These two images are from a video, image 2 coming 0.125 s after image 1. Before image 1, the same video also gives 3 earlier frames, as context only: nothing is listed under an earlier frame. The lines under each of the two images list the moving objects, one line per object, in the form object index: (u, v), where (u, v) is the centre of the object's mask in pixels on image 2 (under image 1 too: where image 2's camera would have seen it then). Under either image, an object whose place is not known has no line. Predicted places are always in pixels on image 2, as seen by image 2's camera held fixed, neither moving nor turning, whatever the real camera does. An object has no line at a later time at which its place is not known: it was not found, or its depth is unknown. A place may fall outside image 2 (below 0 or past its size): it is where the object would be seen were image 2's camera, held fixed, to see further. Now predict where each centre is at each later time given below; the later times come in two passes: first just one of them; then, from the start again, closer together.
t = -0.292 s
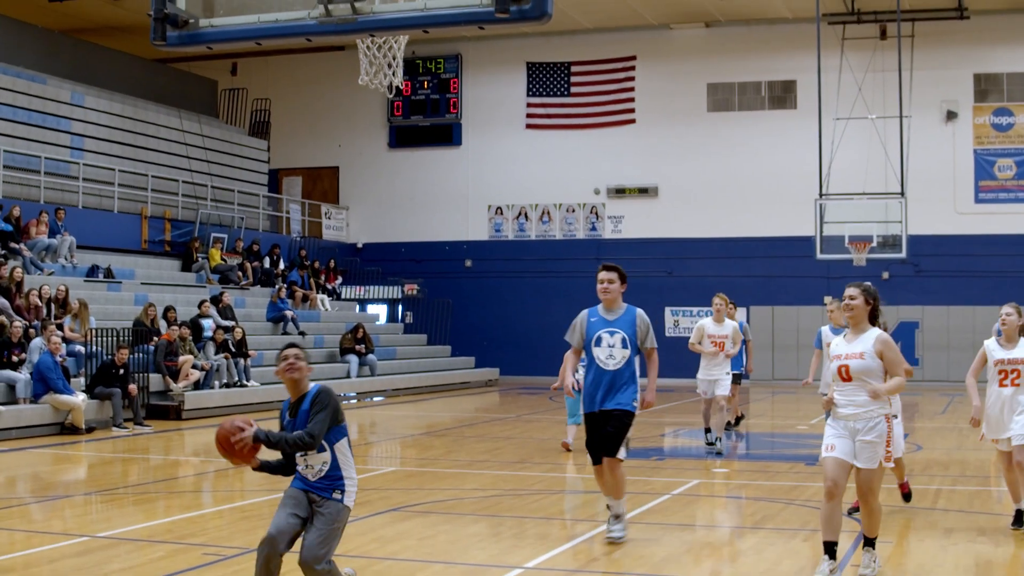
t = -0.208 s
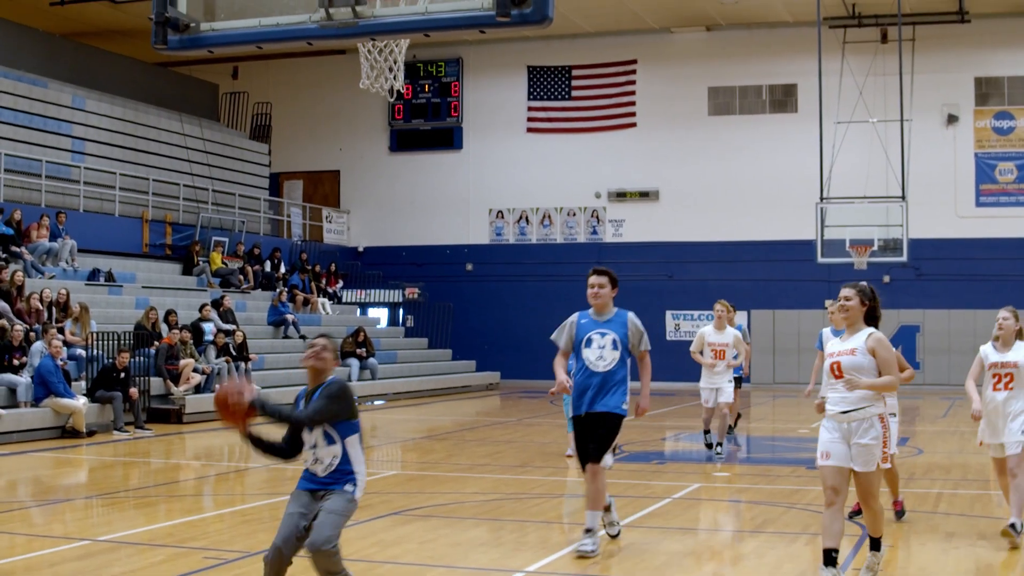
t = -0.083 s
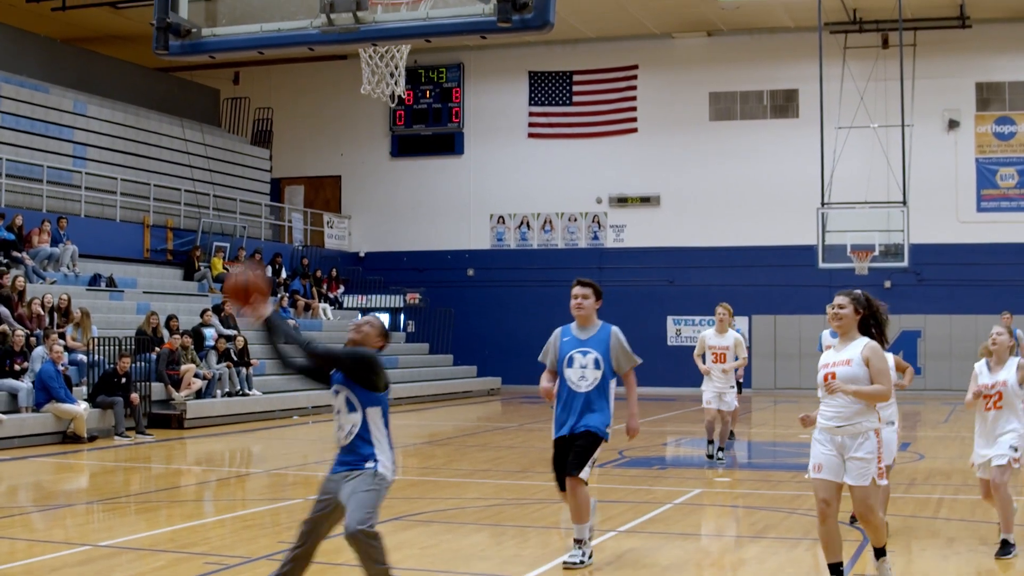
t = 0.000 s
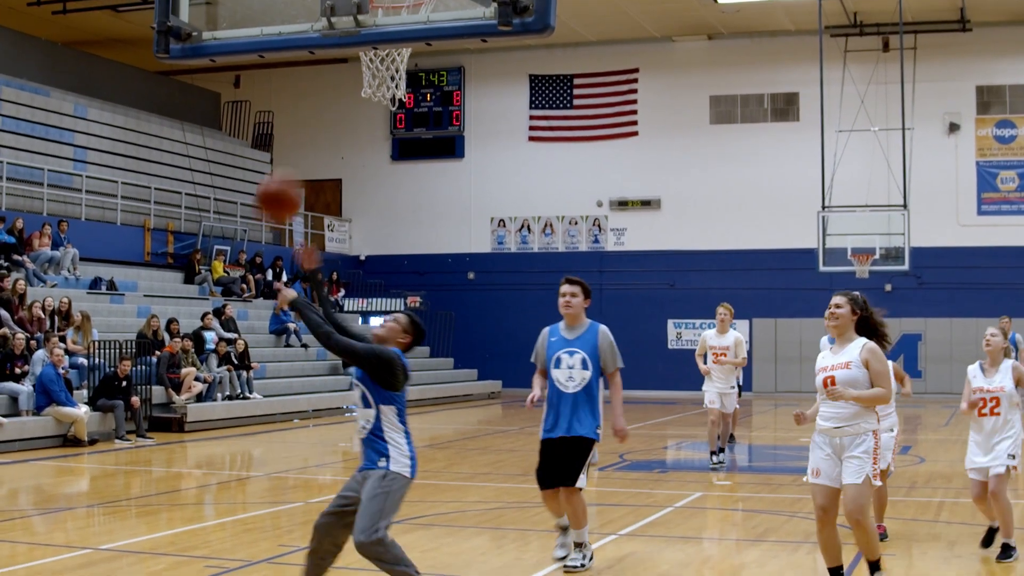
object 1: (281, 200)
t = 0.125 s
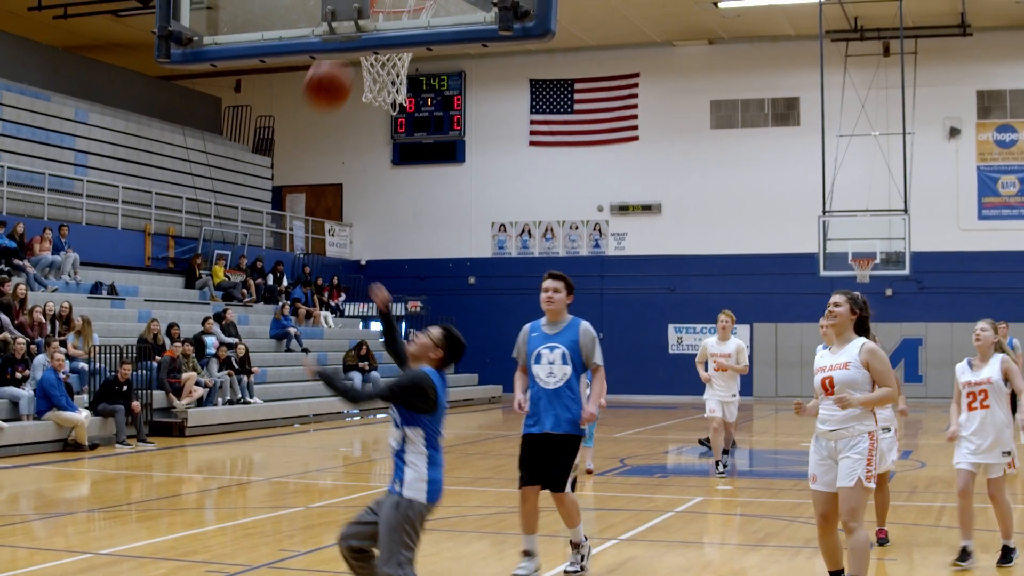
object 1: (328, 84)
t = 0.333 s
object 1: (402, 99)
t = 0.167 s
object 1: (343, 67)
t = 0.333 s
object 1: (402, 99)
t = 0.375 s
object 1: (415, 127)
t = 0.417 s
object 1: (427, 155)
